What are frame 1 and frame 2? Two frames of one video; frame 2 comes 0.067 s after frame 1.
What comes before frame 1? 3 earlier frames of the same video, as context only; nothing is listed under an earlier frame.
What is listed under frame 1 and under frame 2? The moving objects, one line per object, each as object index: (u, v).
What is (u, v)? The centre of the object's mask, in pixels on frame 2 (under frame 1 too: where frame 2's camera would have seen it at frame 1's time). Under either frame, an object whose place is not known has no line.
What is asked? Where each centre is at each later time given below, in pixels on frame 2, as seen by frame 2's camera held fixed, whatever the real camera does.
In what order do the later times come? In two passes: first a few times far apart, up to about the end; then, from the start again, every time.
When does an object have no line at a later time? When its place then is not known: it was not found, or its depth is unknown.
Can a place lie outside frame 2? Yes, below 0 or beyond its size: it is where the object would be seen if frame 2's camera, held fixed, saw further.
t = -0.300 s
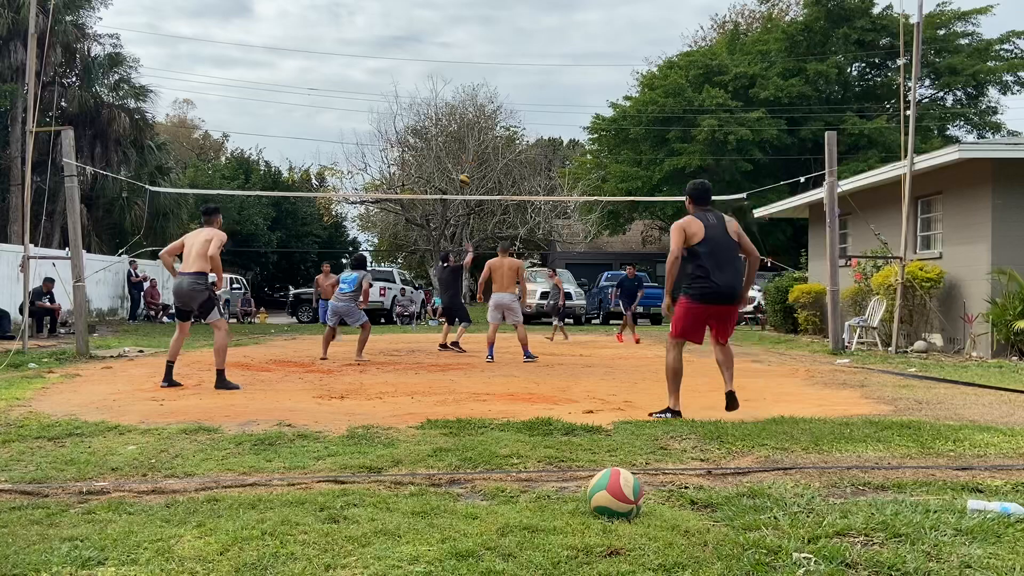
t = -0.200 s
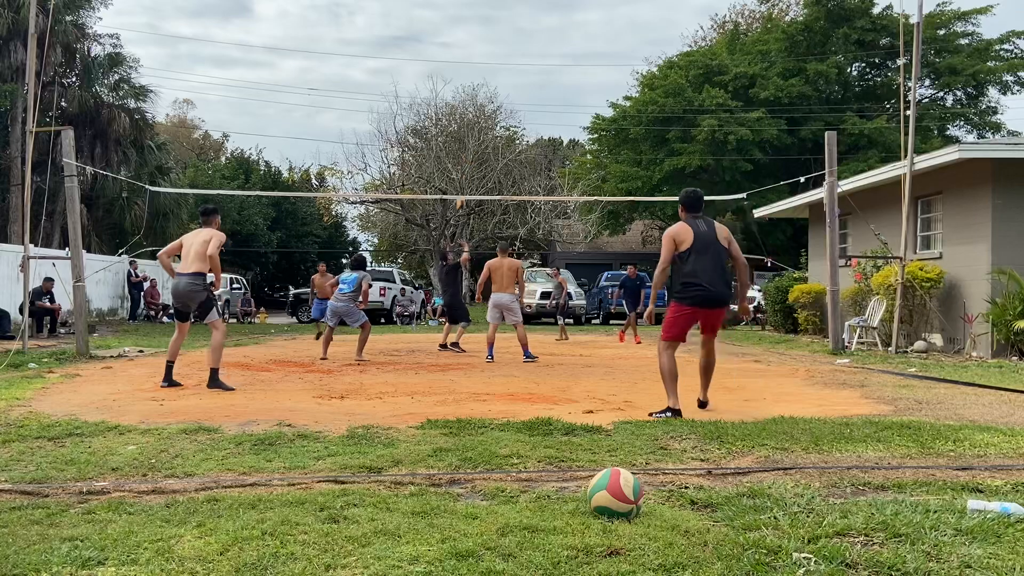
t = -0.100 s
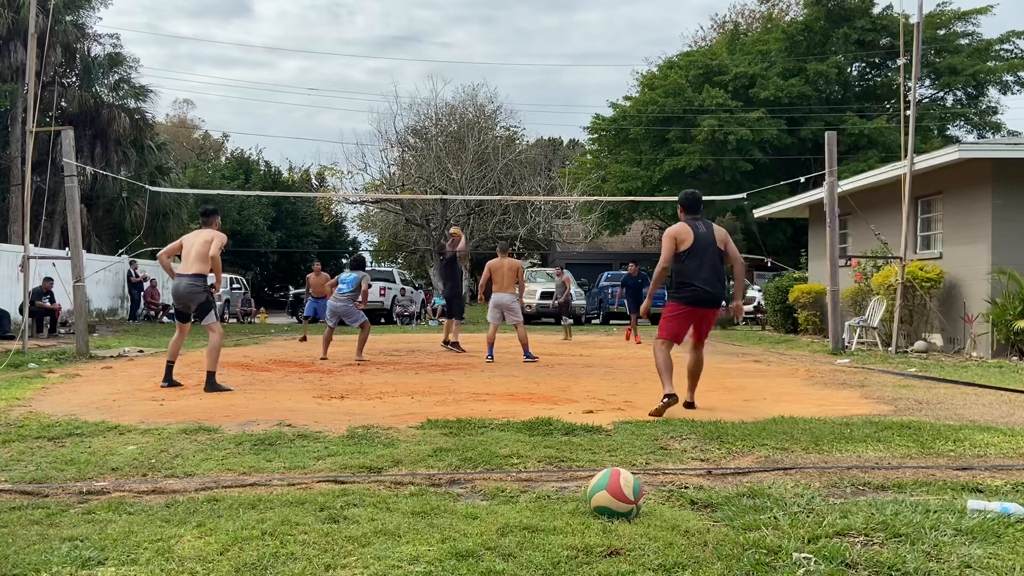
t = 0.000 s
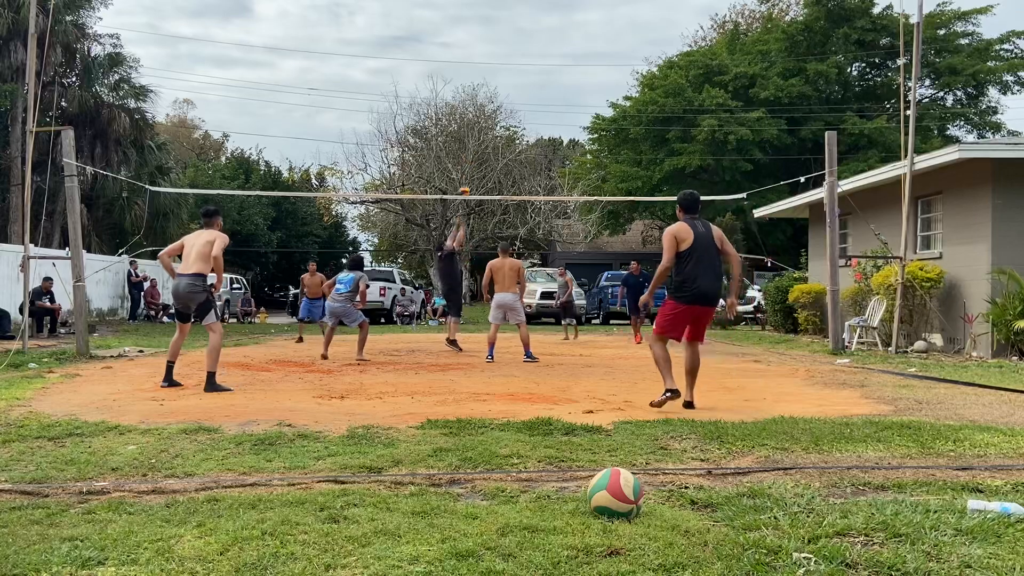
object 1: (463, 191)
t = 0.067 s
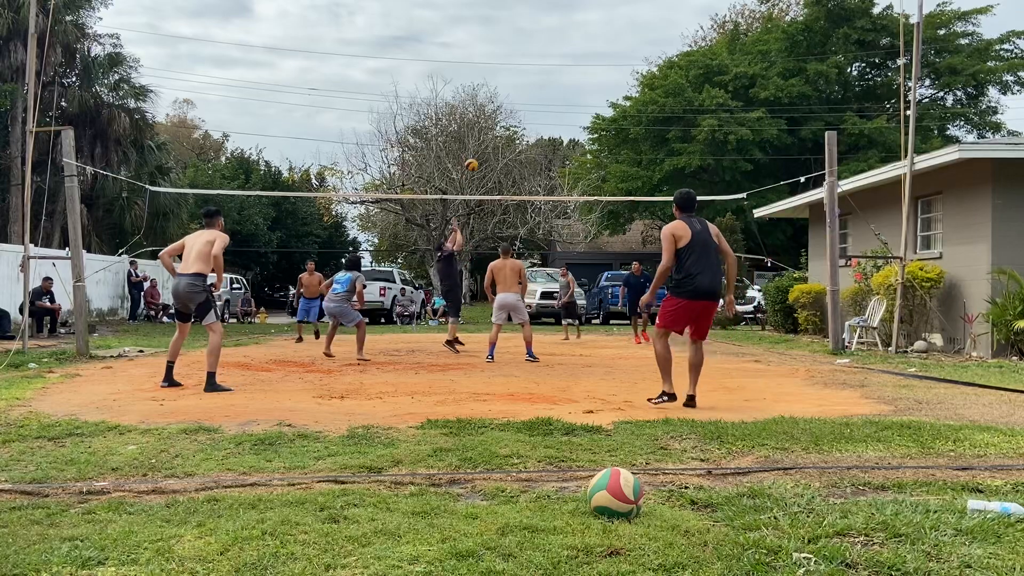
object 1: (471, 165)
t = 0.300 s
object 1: (494, 90)
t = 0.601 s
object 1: (525, 49)
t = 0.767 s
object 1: (542, 49)
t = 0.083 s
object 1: (473, 158)
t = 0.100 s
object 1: (475, 152)
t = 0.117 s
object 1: (476, 146)
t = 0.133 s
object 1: (479, 139)
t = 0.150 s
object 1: (480, 135)
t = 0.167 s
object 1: (482, 129)
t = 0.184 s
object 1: (483, 124)
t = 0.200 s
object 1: (484, 119)
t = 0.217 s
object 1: (485, 114)
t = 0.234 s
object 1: (488, 109)
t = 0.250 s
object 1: (490, 104)
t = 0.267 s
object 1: (492, 100)
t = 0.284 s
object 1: (493, 96)
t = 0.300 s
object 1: (494, 90)
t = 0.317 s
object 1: (496, 88)
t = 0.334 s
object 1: (498, 85)
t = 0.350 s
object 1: (500, 81)
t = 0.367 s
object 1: (502, 78)
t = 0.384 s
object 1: (503, 75)
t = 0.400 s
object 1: (505, 72)
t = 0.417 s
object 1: (507, 69)
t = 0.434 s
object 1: (508, 66)
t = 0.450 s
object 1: (510, 64)
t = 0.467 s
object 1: (512, 62)
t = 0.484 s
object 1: (513, 60)
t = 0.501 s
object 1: (515, 58)
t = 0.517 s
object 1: (517, 56)
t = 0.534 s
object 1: (519, 54)
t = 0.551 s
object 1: (520, 53)
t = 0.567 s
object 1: (522, 51)
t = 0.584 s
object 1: (524, 50)
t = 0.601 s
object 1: (525, 49)
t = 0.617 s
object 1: (527, 48)
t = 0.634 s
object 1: (528, 48)
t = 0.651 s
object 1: (530, 47)
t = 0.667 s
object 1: (532, 47)
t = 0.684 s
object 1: (534, 47)
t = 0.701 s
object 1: (535, 47)
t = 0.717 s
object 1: (537, 47)
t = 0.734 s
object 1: (538, 47)
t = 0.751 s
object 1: (540, 48)
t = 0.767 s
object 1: (542, 49)
